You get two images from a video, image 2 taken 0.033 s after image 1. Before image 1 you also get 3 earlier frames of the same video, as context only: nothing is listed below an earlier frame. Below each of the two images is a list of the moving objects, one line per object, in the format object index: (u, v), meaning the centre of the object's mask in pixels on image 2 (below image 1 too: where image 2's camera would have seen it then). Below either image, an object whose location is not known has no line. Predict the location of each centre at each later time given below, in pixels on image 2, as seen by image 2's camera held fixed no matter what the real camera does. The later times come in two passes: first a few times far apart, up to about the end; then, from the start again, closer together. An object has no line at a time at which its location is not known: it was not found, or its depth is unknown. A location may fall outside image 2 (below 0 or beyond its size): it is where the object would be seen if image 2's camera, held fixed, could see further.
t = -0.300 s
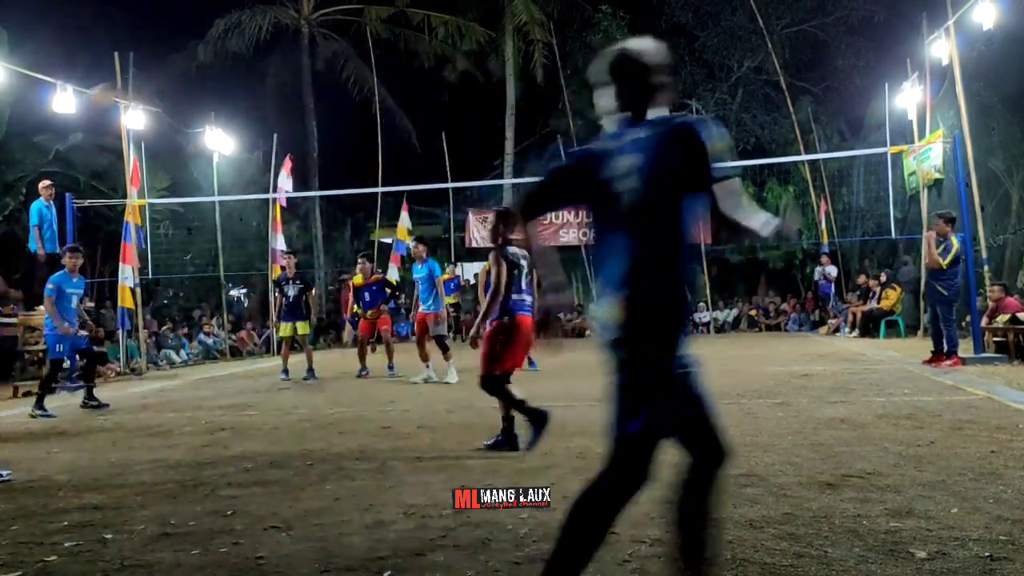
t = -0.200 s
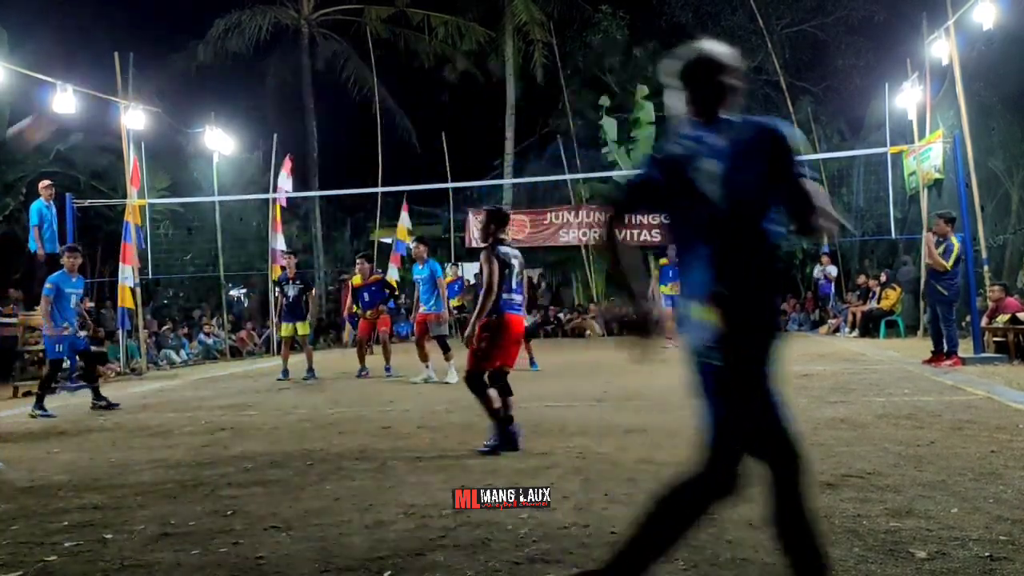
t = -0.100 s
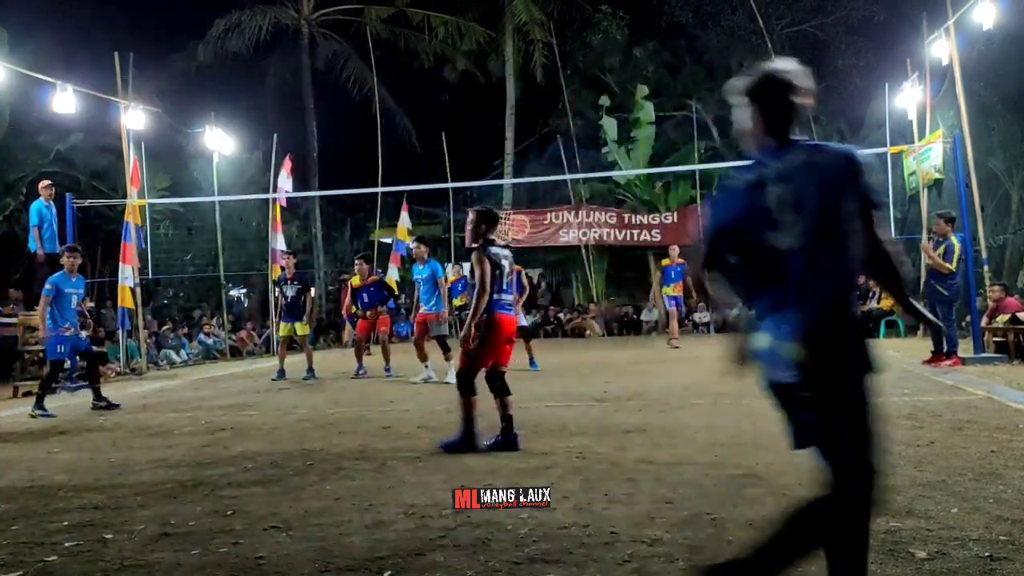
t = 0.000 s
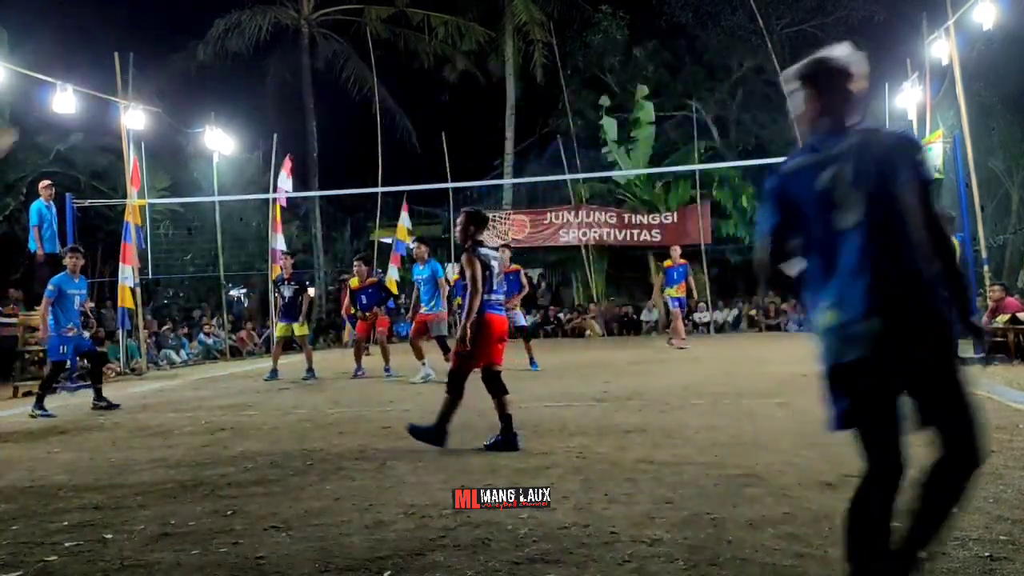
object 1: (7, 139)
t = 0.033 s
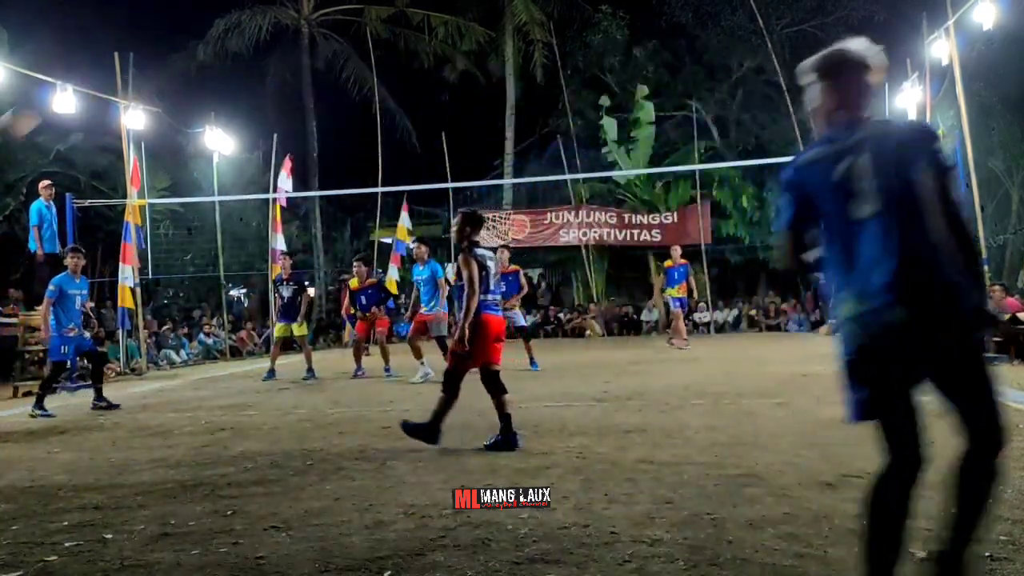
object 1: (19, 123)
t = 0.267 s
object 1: (147, 59)
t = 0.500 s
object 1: (253, 63)
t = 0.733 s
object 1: (340, 118)
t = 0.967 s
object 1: (416, 212)
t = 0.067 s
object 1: (33, 110)
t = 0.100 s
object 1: (51, 93)
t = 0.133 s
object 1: (81, 83)
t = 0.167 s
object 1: (95, 77)
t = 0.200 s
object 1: (113, 69)
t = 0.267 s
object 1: (147, 59)
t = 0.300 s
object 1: (164, 56)
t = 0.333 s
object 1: (180, 55)
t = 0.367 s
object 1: (196, 53)
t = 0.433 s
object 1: (225, 56)
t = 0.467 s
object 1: (239, 59)
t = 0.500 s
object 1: (253, 63)
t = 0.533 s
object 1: (266, 68)
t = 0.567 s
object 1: (279, 74)
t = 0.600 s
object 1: (292, 81)
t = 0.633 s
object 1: (305, 89)
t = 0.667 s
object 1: (316, 98)
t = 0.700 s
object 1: (329, 107)
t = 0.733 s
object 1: (340, 118)
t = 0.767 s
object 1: (351, 129)
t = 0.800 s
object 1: (362, 141)
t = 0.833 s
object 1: (373, 154)
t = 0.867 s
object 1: (383, 167)
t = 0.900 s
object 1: (393, 180)
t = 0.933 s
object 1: (404, 197)
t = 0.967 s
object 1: (416, 212)
